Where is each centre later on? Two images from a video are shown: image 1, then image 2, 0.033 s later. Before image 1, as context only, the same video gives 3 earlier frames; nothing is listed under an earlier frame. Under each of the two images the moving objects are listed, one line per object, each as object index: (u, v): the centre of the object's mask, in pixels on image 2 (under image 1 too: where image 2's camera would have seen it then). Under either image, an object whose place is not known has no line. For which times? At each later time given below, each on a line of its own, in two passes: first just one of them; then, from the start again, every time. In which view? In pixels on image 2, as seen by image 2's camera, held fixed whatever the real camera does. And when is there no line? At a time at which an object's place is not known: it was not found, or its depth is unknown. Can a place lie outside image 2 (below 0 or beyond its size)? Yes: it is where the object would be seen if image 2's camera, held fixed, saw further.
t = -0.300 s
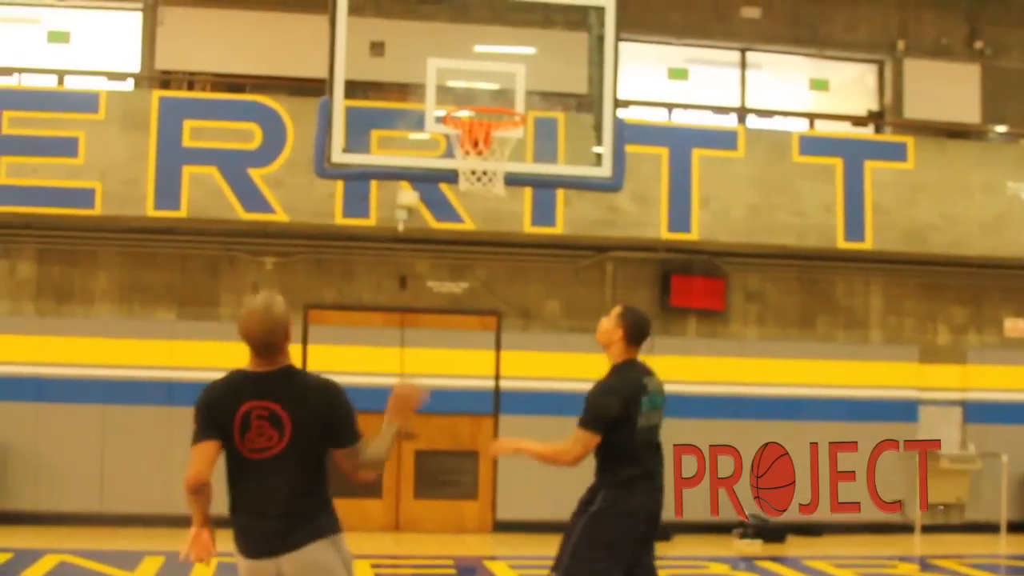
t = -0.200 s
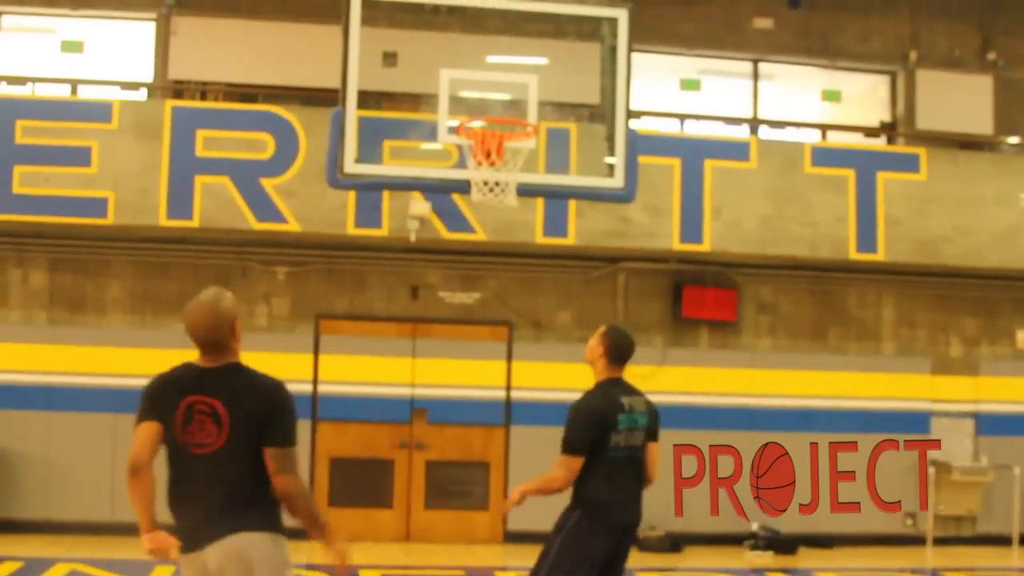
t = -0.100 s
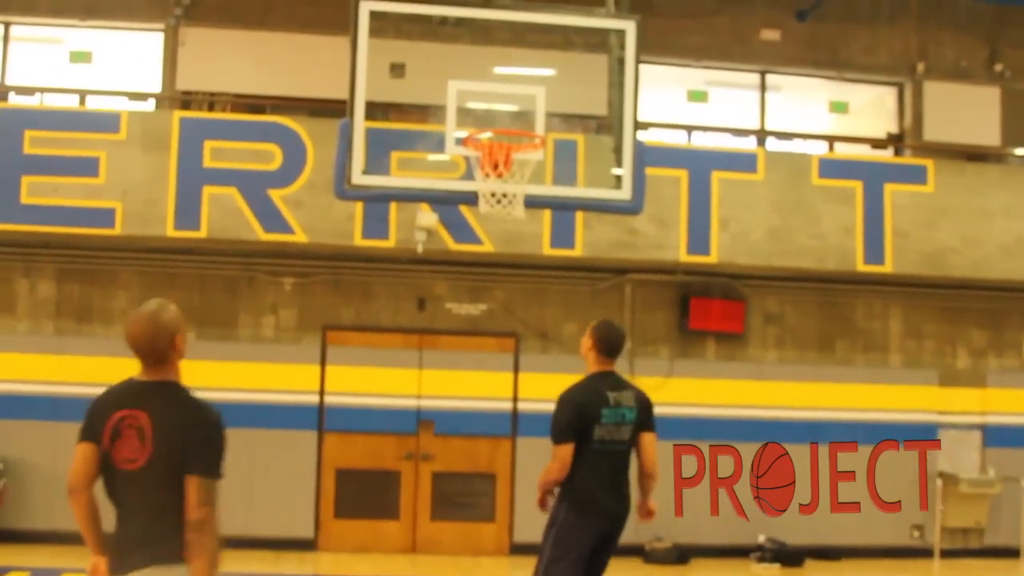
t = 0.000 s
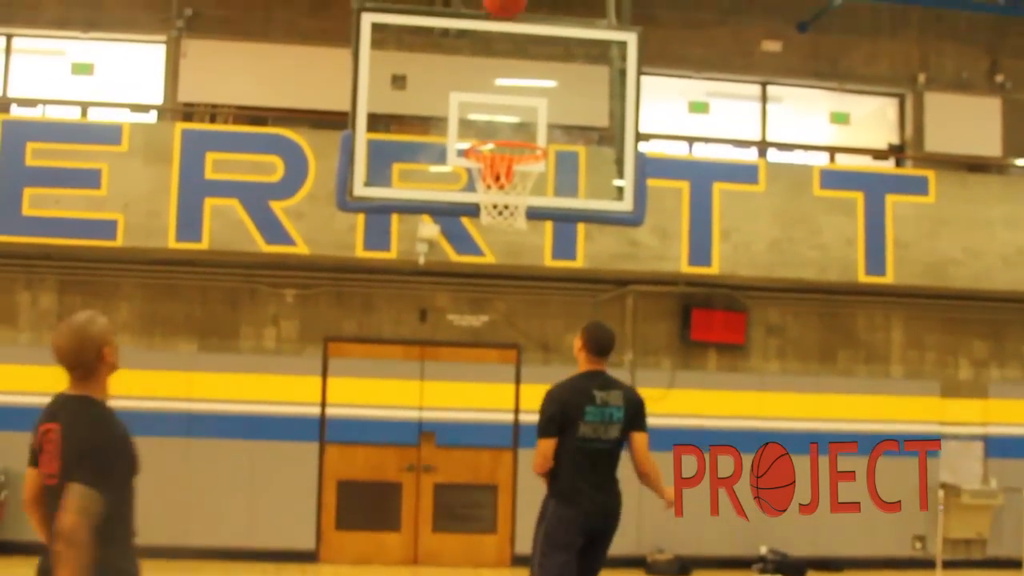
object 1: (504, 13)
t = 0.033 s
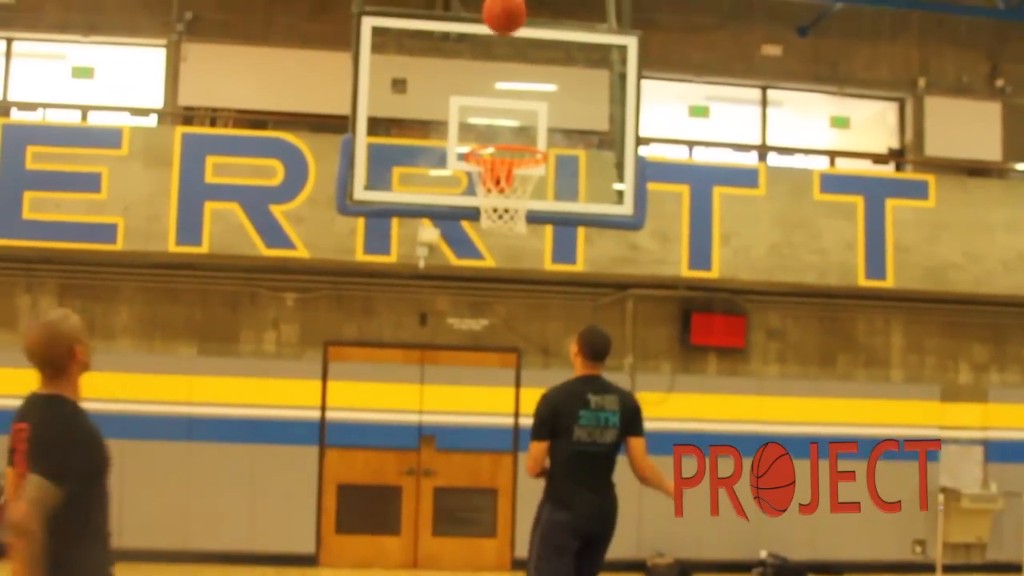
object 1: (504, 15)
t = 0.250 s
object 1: (499, 130)
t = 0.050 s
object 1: (503, 19)
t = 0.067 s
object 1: (503, 25)
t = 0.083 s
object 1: (503, 33)
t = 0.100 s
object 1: (502, 40)
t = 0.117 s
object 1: (502, 50)
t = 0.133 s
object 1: (502, 57)
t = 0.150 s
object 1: (501, 66)
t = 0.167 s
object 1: (501, 77)
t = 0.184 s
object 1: (500, 87)
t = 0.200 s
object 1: (500, 98)
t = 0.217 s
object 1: (500, 108)
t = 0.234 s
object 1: (500, 120)
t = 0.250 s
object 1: (499, 130)
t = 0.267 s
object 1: (499, 137)
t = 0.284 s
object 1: (497, 145)
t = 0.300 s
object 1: (502, 175)
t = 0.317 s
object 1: (498, 175)
